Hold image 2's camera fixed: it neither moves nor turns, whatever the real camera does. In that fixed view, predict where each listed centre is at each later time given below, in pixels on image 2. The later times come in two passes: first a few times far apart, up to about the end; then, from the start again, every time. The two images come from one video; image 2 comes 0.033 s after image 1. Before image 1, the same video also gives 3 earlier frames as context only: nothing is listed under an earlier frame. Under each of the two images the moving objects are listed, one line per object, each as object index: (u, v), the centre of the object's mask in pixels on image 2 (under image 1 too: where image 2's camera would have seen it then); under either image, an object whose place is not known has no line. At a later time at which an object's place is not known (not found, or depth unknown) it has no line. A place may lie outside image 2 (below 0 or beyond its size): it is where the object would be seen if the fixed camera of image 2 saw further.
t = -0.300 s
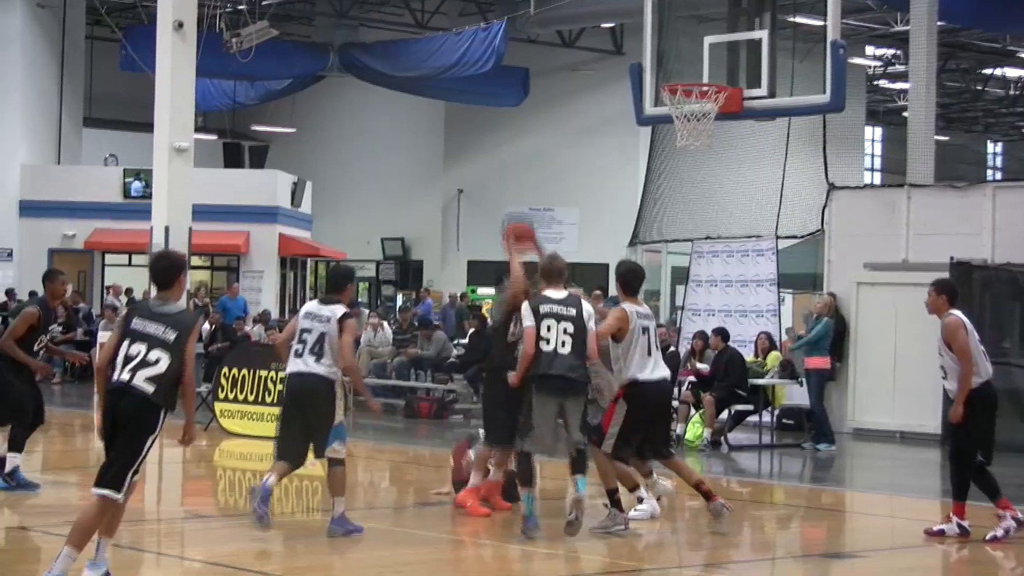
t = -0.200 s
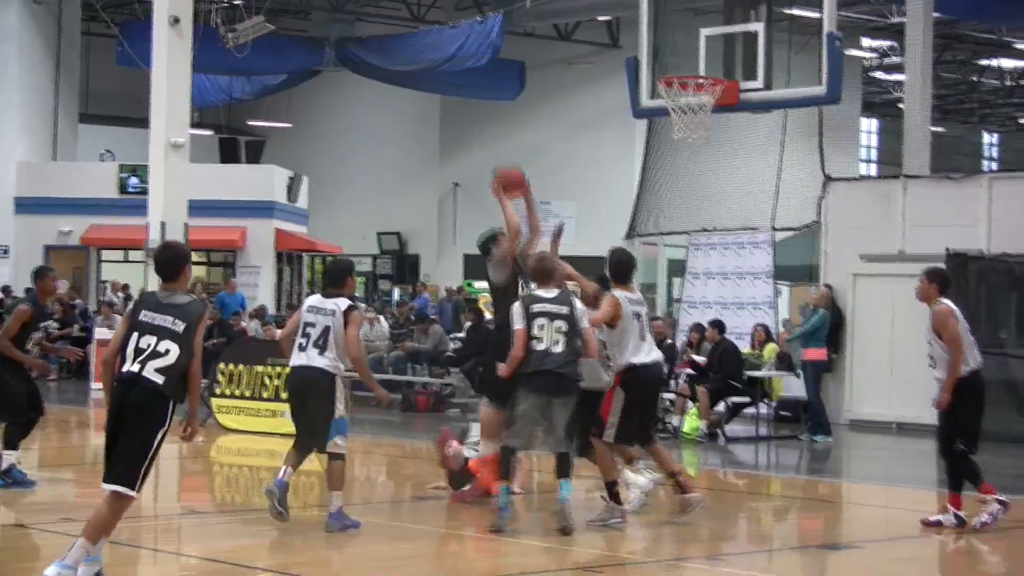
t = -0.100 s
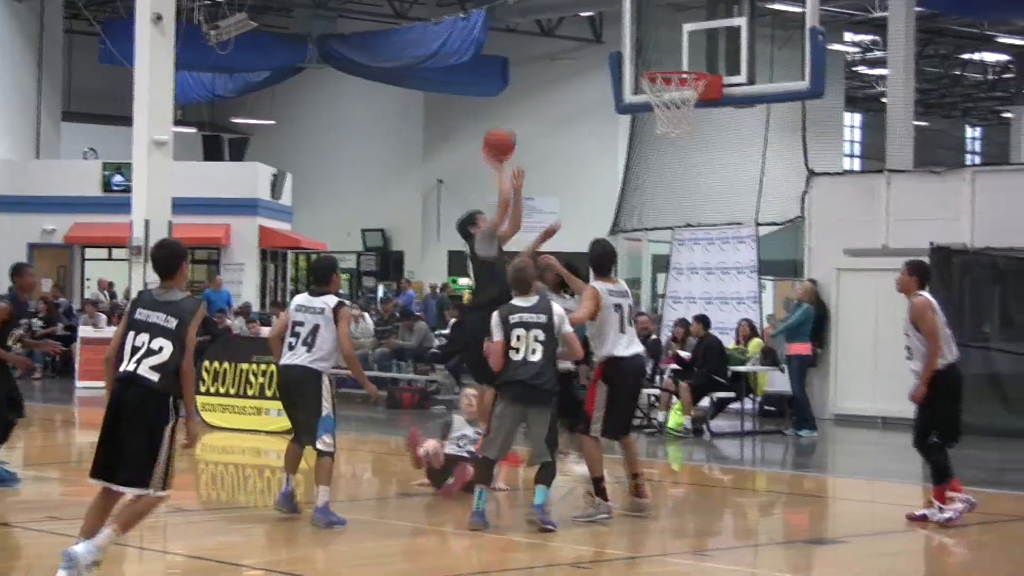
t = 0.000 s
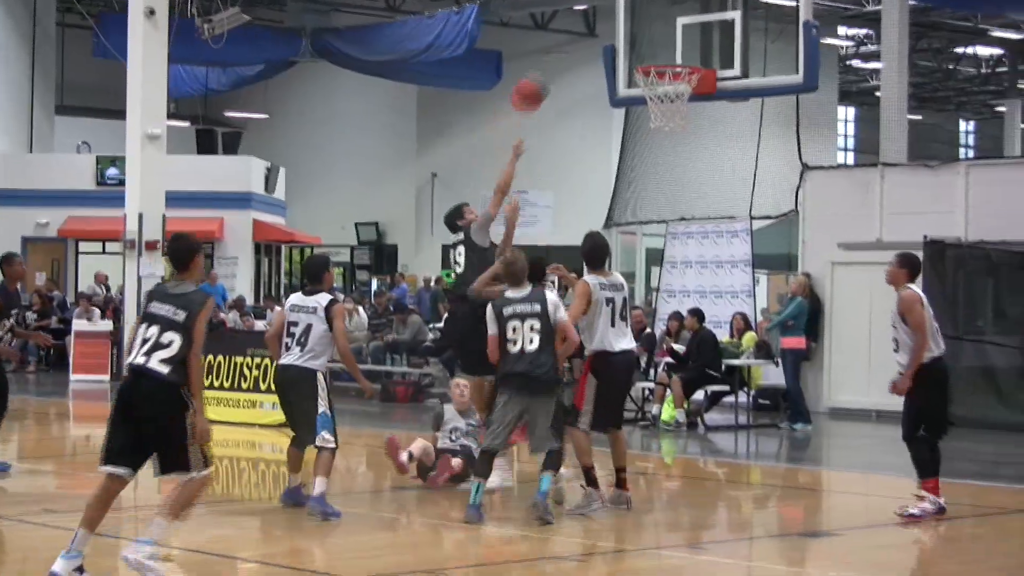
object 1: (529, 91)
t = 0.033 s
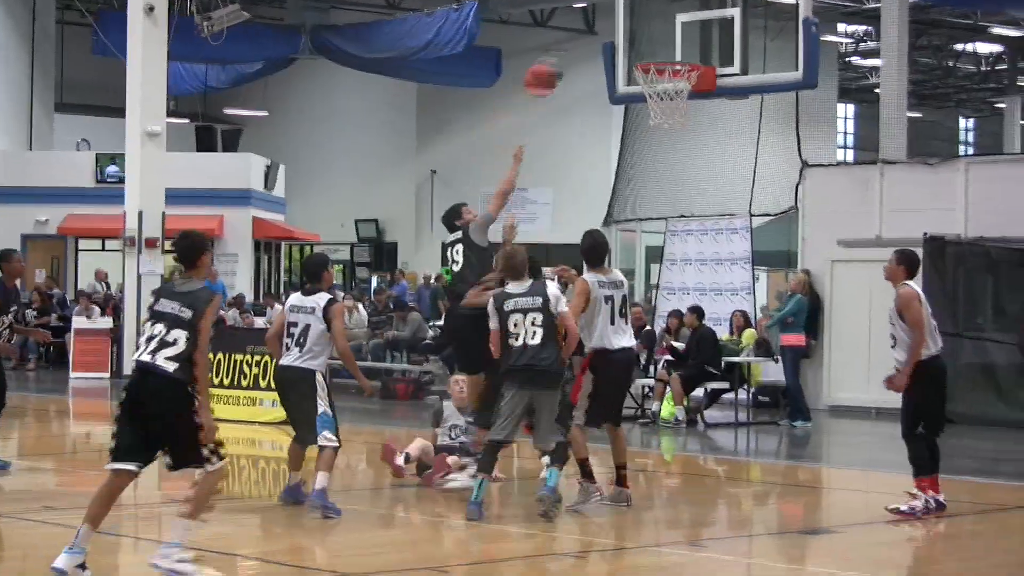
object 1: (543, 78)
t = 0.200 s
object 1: (611, 36)
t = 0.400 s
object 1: (667, 31)
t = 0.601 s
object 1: (655, 79)
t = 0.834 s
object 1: (660, 123)
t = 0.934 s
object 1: (662, 157)
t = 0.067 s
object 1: (556, 67)
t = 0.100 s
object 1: (569, 57)
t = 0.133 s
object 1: (583, 48)
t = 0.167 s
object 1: (597, 40)
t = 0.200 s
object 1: (611, 36)
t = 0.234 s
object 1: (625, 31)
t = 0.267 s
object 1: (638, 29)
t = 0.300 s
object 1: (650, 28)
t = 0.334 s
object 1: (665, 27)
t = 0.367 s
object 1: (669, 28)
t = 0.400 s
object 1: (667, 31)
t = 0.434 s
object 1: (666, 36)
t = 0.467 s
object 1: (665, 43)
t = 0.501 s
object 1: (664, 48)
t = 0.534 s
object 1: (663, 54)
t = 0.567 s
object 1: (661, 58)
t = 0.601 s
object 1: (655, 79)
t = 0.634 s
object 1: (657, 77)
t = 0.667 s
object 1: (658, 76)
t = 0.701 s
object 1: (657, 106)
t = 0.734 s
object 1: (658, 108)
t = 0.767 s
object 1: (658, 112)
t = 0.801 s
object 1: (659, 116)
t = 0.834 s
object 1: (660, 123)
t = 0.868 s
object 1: (660, 132)
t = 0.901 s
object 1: (661, 143)
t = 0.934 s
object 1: (662, 157)
